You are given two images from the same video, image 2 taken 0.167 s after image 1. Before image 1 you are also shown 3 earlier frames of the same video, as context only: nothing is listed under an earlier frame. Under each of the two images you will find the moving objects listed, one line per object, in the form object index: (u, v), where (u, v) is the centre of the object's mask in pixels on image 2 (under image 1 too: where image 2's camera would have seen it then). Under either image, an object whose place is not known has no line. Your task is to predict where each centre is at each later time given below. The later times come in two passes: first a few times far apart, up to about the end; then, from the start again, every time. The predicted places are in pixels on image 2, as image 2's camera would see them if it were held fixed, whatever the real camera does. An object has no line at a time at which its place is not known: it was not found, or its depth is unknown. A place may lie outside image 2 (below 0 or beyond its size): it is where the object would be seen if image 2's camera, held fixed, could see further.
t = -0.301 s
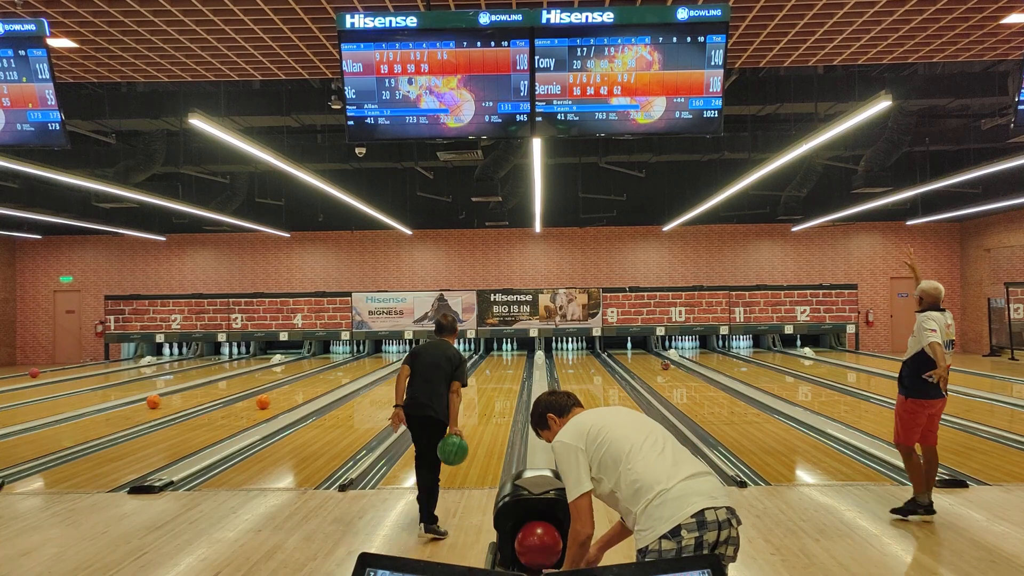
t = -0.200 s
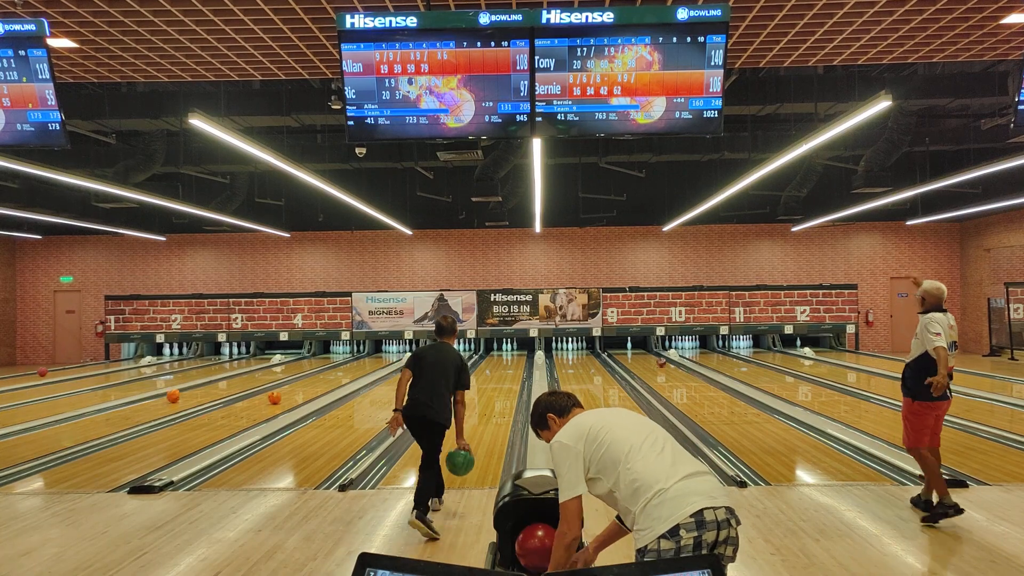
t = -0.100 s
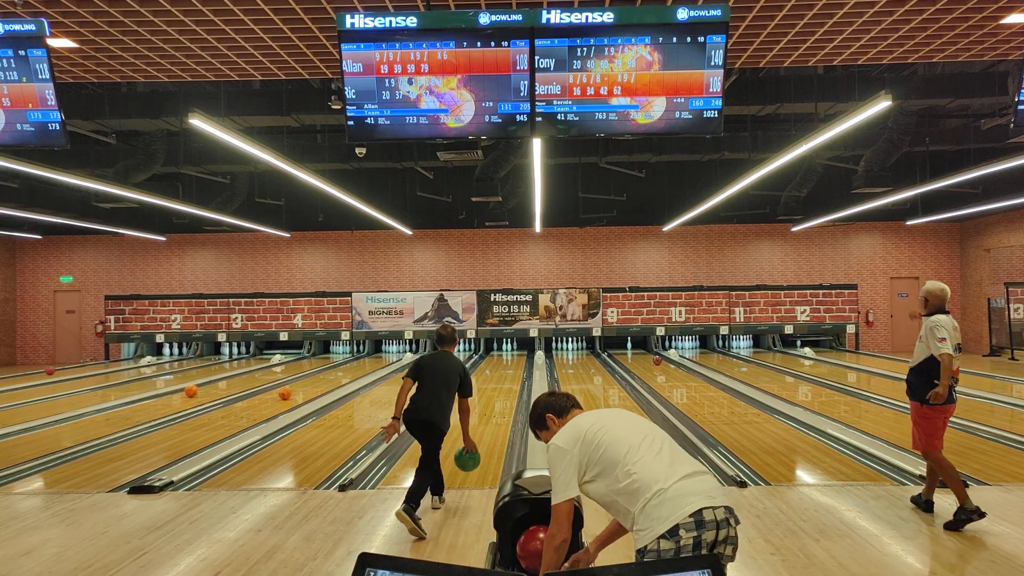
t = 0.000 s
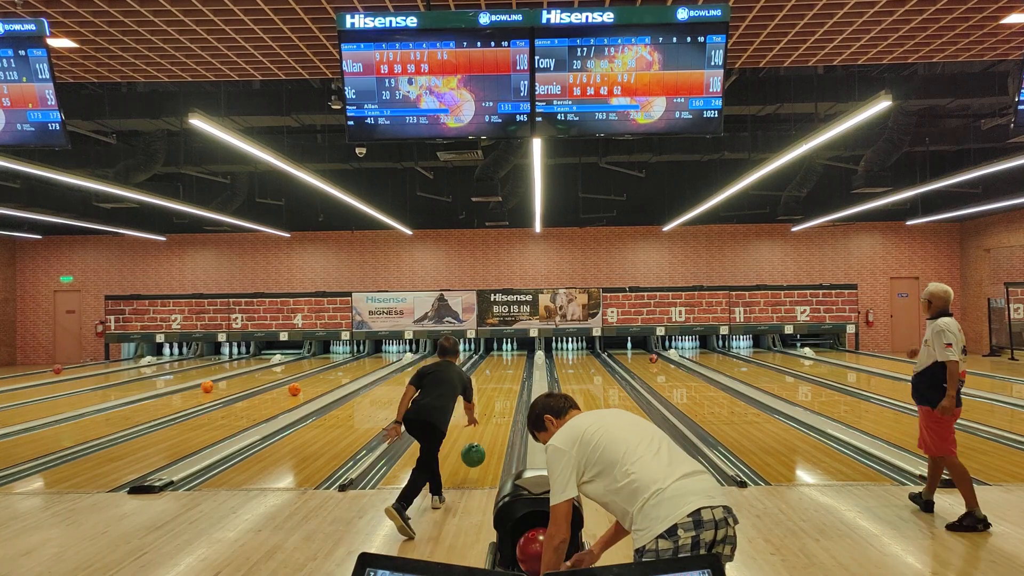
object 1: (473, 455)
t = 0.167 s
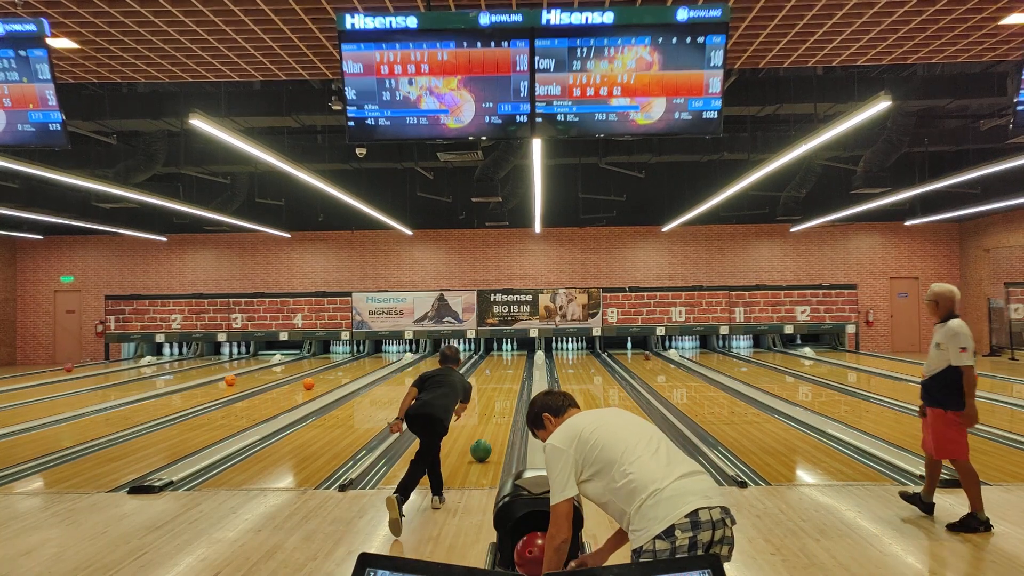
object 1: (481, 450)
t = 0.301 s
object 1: (485, 437)
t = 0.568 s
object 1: (492, 417)
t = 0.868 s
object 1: (498, 401)
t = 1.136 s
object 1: (501, 389)
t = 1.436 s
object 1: (504, 379)
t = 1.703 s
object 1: (506, 372)
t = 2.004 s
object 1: (508, 366)
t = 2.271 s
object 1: (509, 361)
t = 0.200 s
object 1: (482, 446)
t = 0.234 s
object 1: (483, 444)
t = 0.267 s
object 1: (484, 440)
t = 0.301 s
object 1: (485, 437)
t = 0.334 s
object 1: (486, 434)
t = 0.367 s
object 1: (487, 431)
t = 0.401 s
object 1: (488, 428)
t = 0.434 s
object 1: (489, 426)
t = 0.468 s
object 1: (490, 423)
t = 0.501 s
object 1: (491, 421)
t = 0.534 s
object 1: (491, 419)
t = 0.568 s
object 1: (492, 417)
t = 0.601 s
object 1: (493, 415)
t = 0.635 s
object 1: (494, 412)
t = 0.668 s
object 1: (494, 411)
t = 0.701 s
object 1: (495, 409)
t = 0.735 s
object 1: (496, 407)
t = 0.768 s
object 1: (496, 405)
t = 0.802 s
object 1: (497, 404)
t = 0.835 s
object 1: (497, 402)
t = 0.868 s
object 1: (498, 401)
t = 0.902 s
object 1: (498, 399)
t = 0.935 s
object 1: (499, 398)
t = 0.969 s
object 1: (499, 396)
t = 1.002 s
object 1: (500, 395)
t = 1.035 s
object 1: (500, 393)
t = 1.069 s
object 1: (501, 392)
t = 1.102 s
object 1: (501, 391)
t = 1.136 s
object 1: (501, 389)
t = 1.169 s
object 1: (502, 388)
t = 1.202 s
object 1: (502, 387)
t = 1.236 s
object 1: (502, 386)
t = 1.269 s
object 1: (503, 385)
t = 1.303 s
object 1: (503, 383)
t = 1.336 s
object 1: (504, 383)
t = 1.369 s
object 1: (504, 382)
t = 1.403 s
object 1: (504, 381)
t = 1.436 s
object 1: (504, 379)
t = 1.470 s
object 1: (505, 378)
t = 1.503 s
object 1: (505, 377)
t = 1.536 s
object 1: (505, 376)
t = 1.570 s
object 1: (506, 376)
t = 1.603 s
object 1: (506, 375)
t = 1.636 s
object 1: (506, 374)
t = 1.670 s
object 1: (506, 373)
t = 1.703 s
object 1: (506, 372)
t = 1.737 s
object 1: (506, 372)
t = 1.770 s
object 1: (506, 371)
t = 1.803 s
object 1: (507, 370)
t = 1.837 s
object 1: (507, 369)
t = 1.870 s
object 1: (507, 369)
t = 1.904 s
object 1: (508, 368)
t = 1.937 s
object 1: (508, 367)
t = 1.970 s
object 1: (508, 367)
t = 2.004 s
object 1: (508, 366)
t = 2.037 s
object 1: (508, 365)
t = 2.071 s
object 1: (508, 365)
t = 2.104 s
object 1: (509, 364)
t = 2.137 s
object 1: (508, 363)
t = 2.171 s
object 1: (509, 363)
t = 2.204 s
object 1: (509, 362)
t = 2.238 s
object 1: (508, 361)
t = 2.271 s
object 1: (509, 361)
